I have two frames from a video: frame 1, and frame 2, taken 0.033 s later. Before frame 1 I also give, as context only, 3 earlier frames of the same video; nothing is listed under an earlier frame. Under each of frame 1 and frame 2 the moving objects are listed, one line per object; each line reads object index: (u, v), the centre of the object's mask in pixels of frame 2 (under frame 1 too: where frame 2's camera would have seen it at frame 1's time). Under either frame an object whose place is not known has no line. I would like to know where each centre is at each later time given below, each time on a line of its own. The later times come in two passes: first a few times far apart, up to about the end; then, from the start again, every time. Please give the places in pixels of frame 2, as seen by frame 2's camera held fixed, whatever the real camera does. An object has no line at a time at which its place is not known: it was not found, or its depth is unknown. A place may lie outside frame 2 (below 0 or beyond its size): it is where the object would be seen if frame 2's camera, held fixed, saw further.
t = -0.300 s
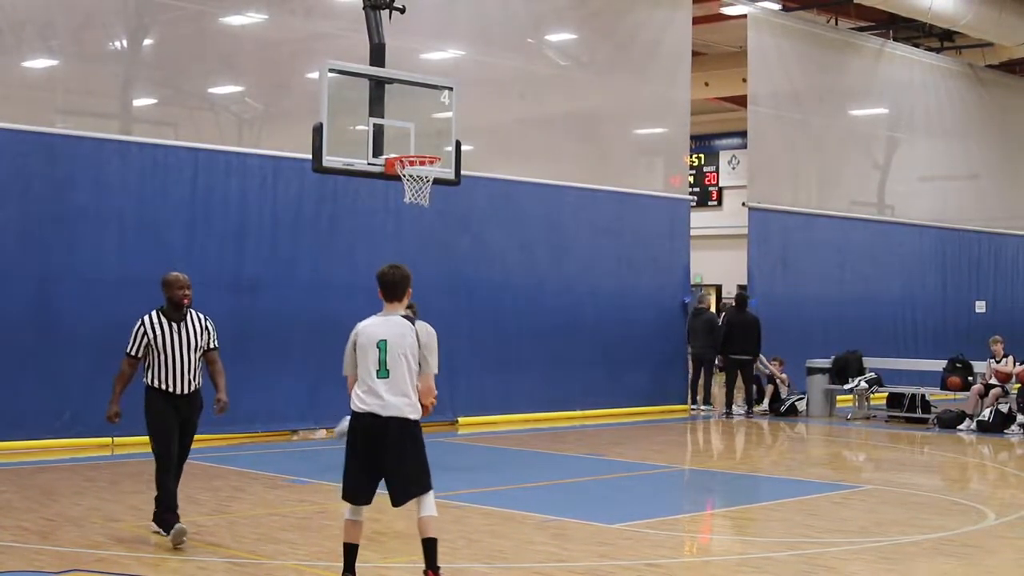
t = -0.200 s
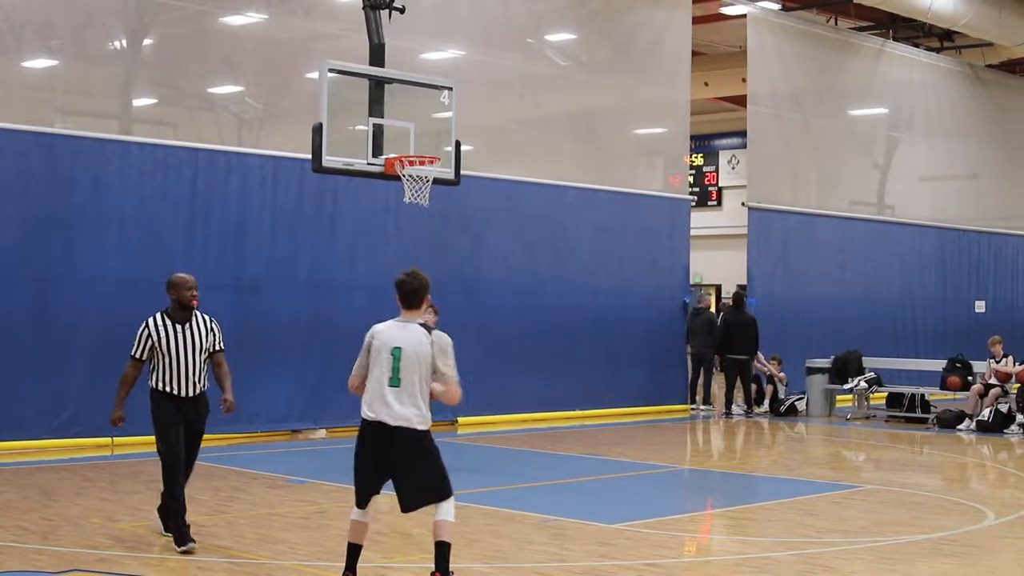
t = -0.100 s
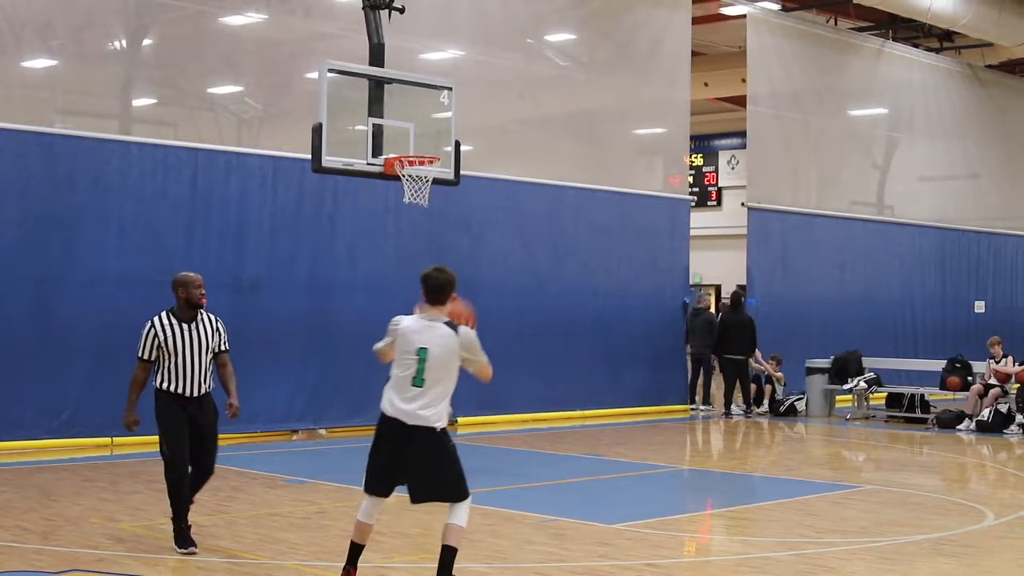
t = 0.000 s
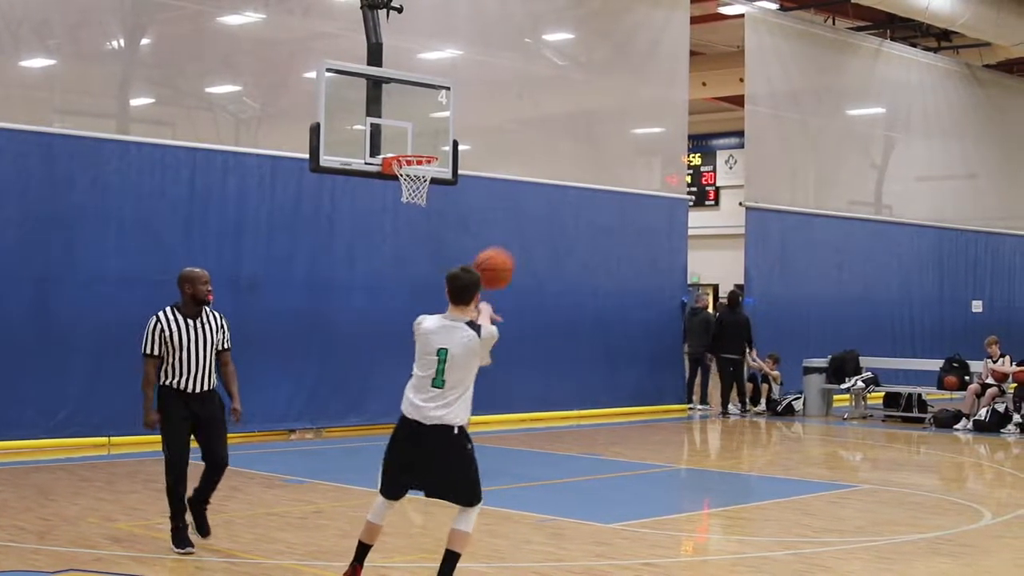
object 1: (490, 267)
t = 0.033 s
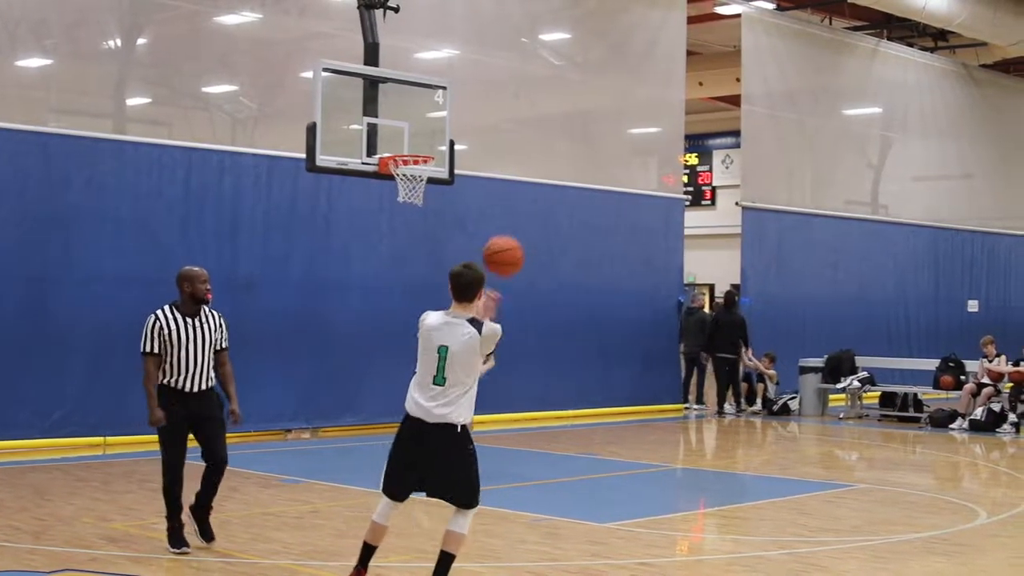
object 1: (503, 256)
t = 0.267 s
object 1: (584, 222)
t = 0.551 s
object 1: (659, 284)
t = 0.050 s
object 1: (510, 249)
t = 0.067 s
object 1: (516, 245)
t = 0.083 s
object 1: (522, 240)
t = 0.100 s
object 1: (529, 236)
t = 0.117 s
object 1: (534, 233)
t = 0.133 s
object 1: (540, 230)
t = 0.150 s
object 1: (546, 227)
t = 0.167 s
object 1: (552, 225)
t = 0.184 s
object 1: (558, 224)
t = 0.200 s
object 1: (563, 222)
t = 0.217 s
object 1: (568, 221)
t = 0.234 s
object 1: (573, 221)
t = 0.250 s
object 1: (578, 221)
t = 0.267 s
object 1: (584, 222)
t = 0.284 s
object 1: (588, 223)
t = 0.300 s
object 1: (594, 224)
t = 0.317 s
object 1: (599, 226)
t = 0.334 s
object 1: (604, 228)
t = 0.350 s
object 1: (608, 230)
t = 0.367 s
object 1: (613, 233)
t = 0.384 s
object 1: (618, 236)
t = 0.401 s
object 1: (622, 239)
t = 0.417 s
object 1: (626, 243)
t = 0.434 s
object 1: (630, 247)
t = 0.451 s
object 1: (635, 251)
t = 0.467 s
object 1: (639, 256)
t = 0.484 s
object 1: (643, 261)
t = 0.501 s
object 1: (647, 267)
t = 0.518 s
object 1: (651, 272)
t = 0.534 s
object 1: (655, 278)
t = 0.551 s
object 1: (659, 284)
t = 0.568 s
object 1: (664, 287)
